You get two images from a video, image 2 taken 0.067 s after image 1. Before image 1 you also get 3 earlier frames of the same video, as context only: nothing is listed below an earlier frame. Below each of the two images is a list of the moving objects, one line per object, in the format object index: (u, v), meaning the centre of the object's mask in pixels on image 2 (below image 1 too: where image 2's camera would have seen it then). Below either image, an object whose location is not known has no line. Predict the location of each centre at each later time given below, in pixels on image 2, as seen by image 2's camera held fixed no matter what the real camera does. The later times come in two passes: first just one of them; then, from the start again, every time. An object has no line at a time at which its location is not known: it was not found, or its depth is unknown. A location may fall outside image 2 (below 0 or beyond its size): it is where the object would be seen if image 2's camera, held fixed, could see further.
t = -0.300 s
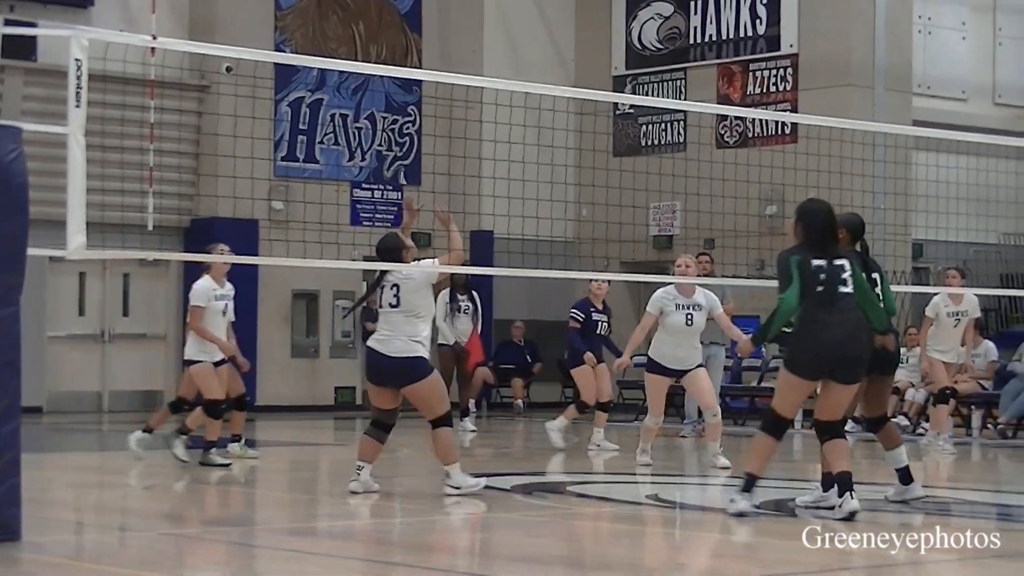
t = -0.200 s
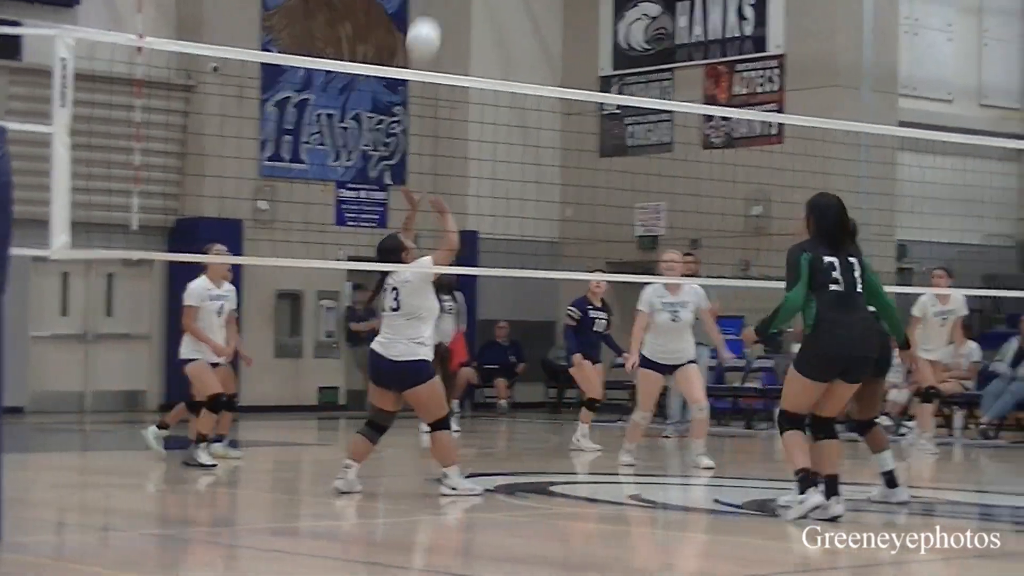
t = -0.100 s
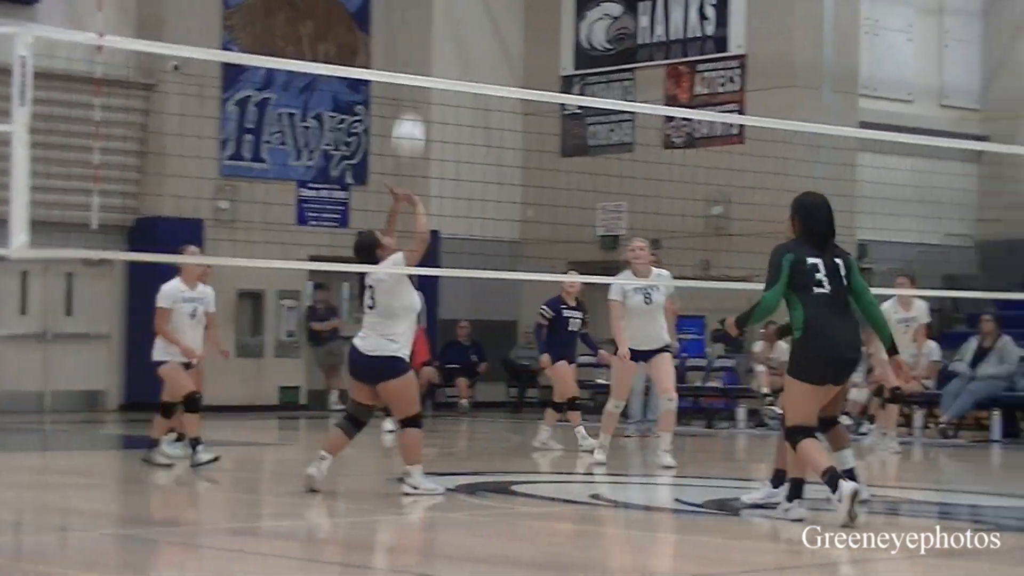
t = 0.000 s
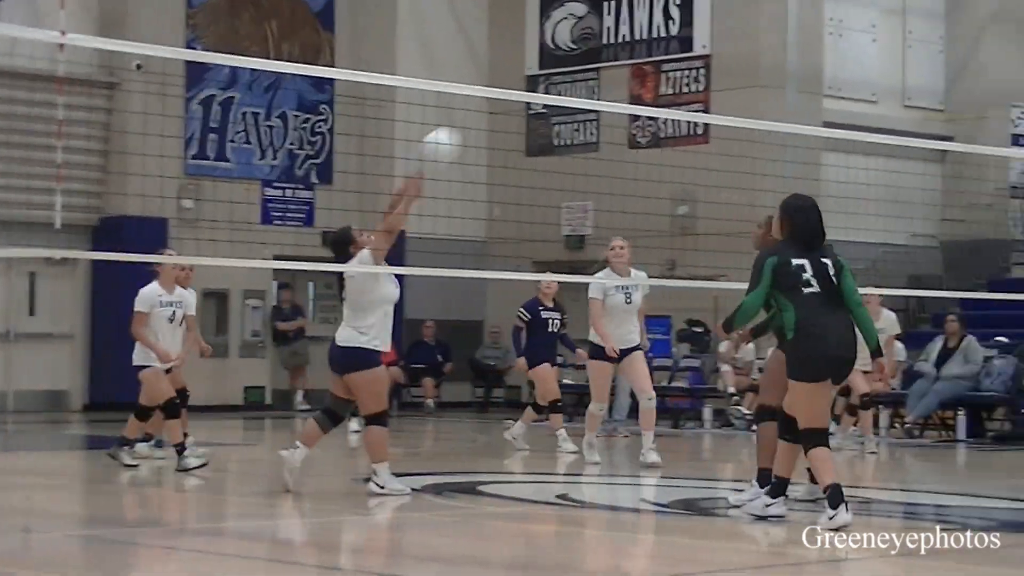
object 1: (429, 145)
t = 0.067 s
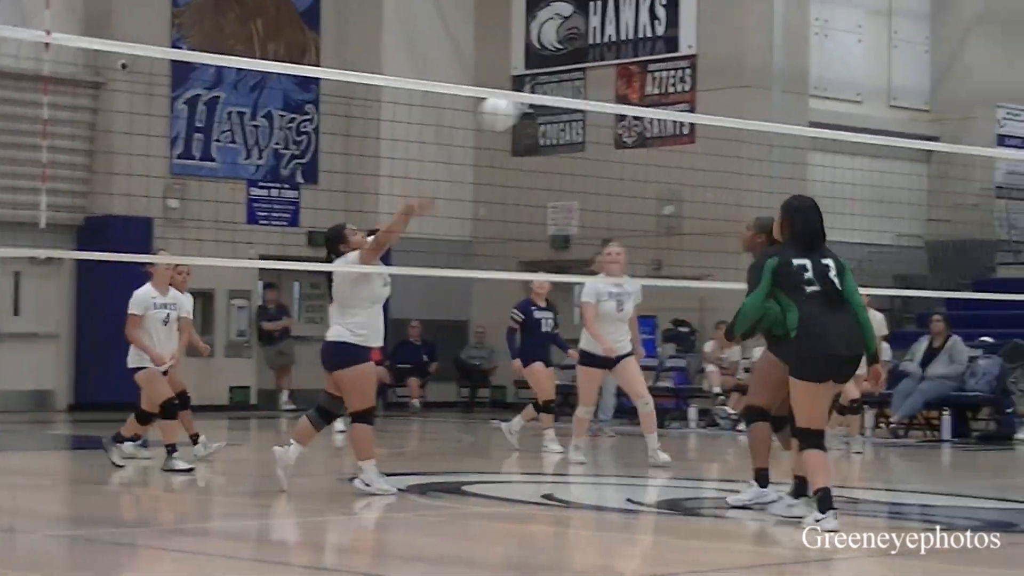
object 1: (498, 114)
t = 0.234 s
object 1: (684, 55)
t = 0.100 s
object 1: (536, 96)
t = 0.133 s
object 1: (572, 83)
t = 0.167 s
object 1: (610, 72)
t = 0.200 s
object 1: (644, 64)
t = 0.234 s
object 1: (684, 55)
